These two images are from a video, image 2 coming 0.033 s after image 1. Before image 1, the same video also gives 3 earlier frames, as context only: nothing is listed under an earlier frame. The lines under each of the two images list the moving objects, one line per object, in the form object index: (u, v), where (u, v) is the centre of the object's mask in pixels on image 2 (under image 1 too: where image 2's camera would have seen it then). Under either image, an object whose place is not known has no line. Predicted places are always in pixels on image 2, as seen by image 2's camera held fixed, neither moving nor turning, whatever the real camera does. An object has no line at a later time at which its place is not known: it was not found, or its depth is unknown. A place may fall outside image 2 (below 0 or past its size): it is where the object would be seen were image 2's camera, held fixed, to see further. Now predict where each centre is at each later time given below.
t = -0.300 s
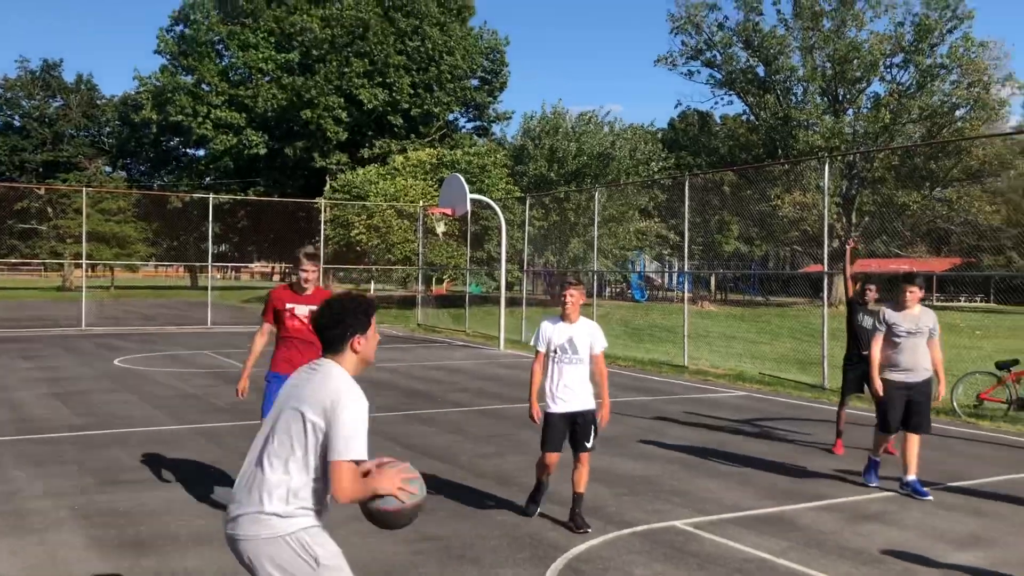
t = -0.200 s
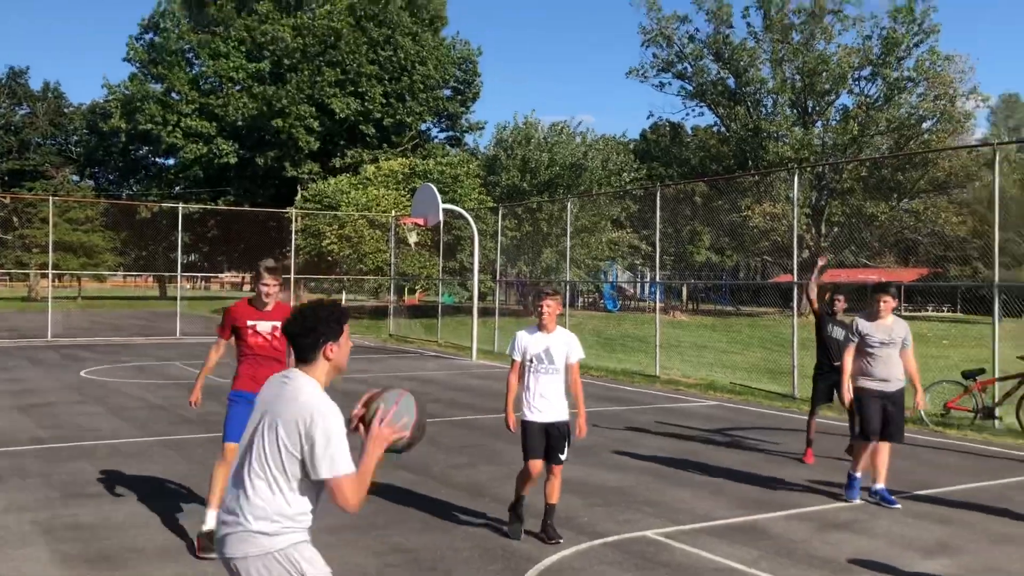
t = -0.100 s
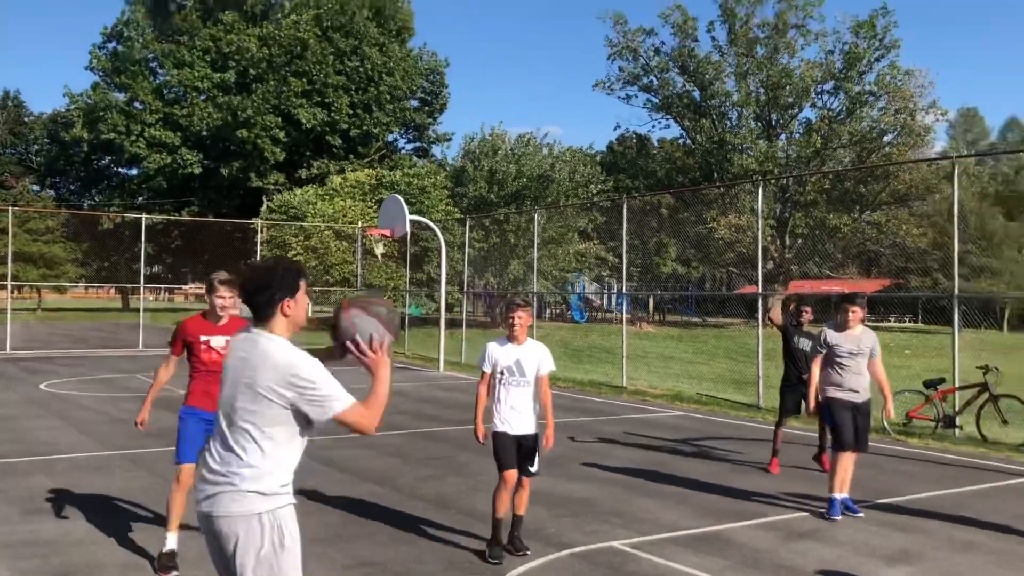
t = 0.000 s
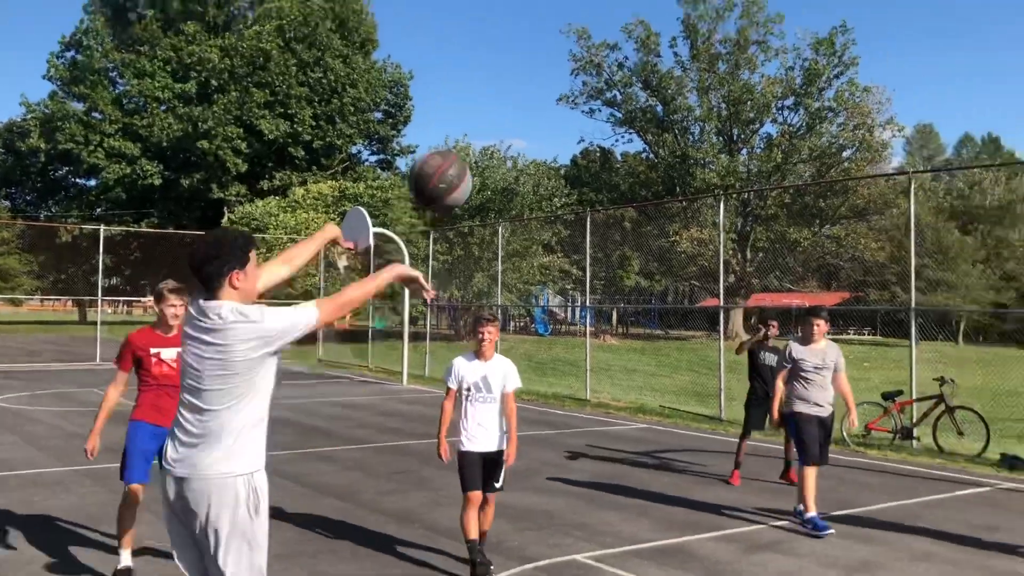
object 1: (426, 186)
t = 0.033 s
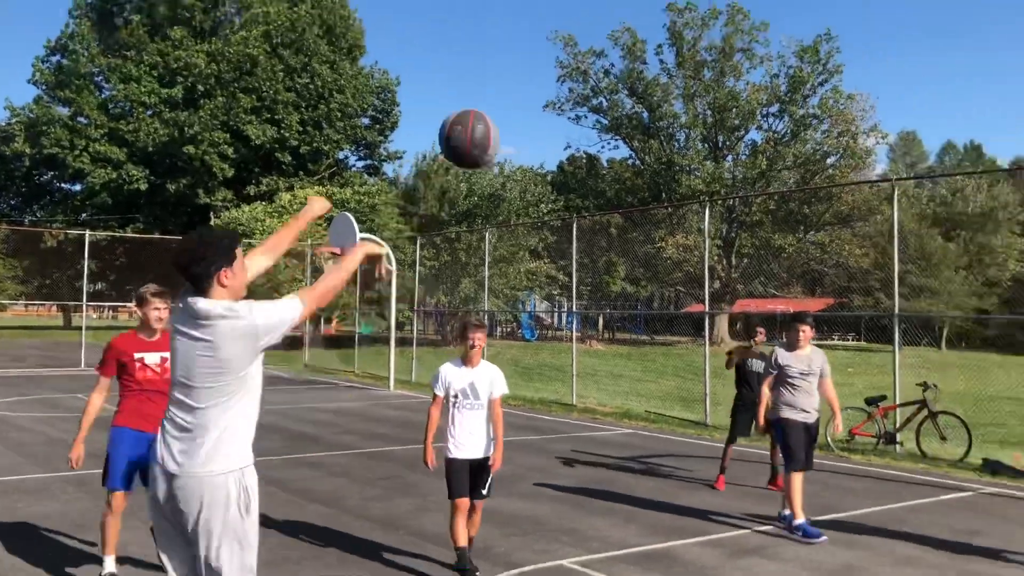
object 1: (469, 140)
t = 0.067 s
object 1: (510, 96)
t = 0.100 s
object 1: (550, 58)
